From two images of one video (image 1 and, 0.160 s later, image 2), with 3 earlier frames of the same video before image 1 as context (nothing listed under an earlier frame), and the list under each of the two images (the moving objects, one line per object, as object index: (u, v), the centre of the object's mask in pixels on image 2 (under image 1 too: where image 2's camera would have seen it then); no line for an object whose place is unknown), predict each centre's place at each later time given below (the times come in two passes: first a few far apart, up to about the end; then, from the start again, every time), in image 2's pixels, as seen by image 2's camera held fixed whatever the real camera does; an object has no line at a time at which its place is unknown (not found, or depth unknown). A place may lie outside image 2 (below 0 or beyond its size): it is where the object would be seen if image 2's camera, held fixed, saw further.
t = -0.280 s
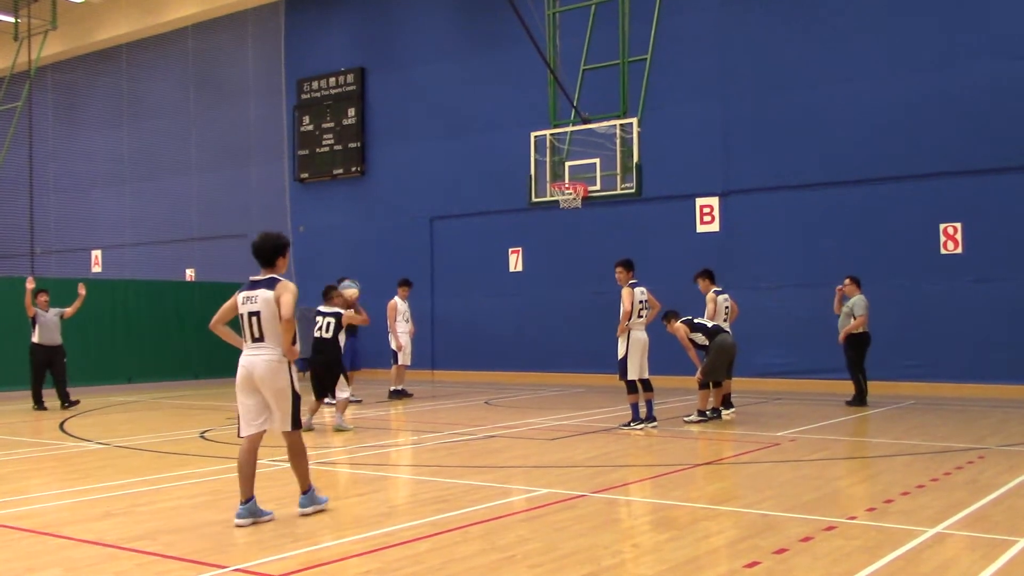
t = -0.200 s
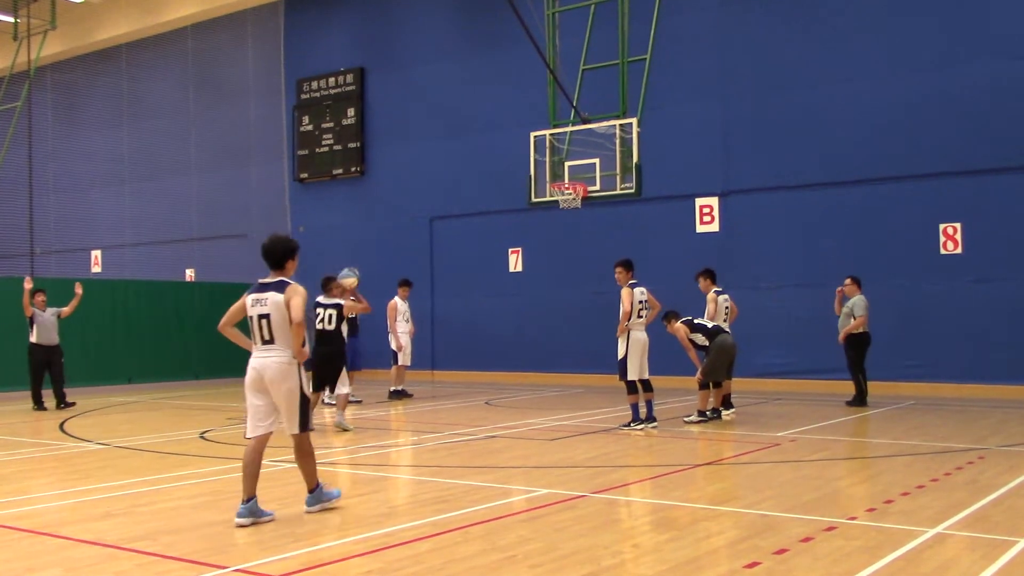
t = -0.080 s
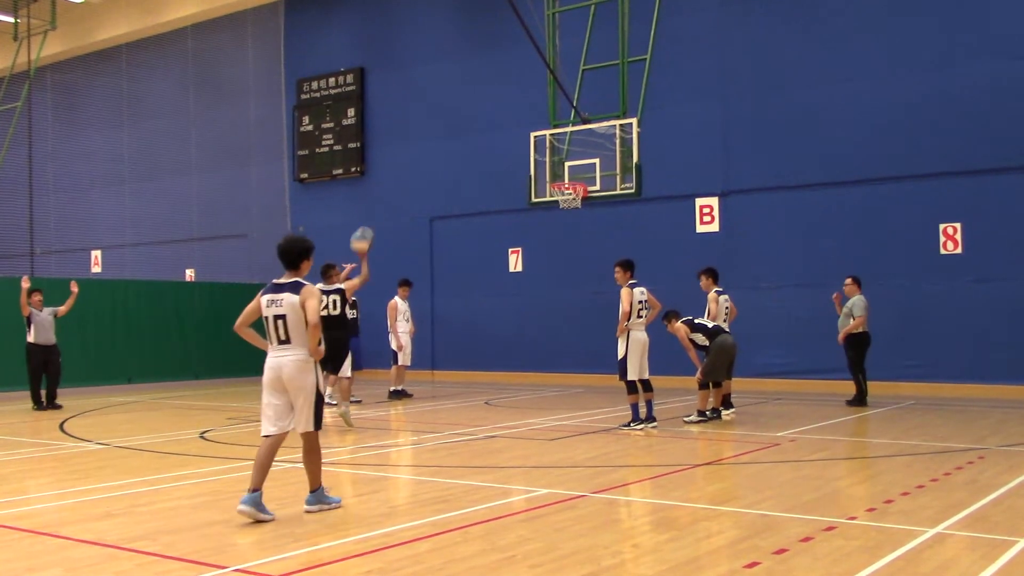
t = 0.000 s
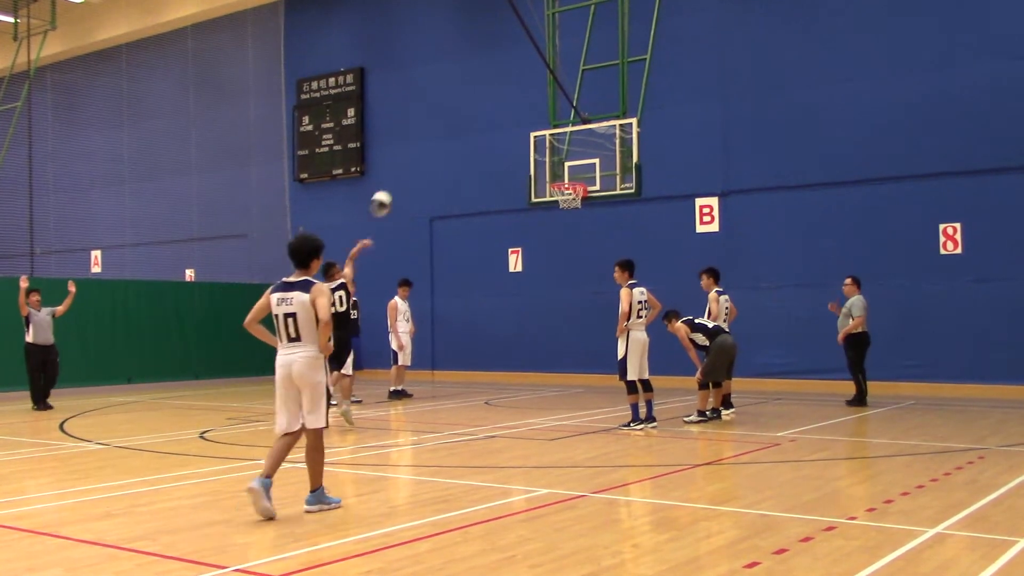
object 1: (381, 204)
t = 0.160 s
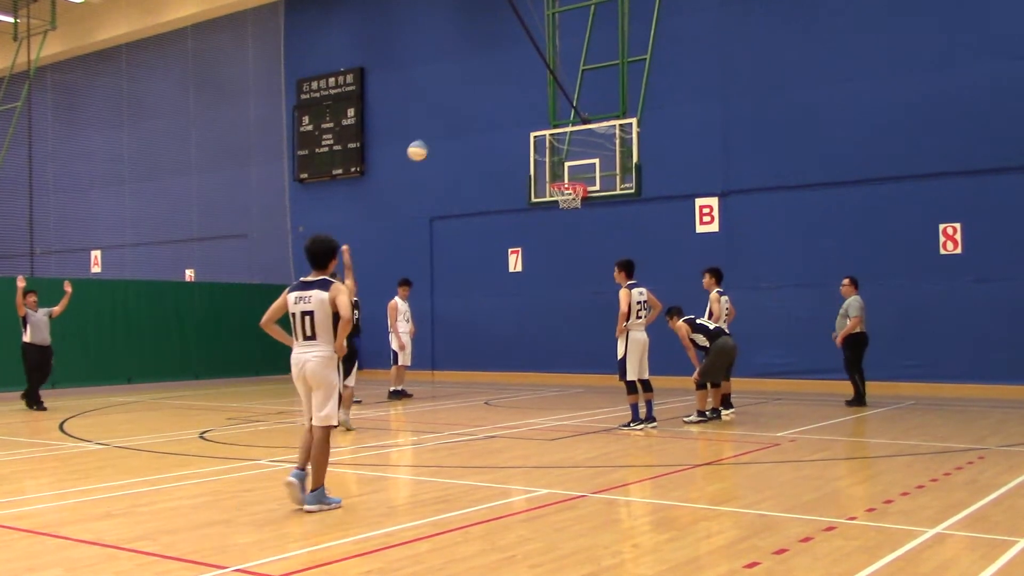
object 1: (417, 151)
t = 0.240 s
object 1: (435, 133)
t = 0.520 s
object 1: (492, 113)
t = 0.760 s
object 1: (536, 141)
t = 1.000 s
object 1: (574, 199)
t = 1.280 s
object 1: (572, 237)
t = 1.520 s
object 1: (572, 313)
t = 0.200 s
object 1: (427, 141)
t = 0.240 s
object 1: (435, 133)
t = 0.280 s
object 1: (444, 126)
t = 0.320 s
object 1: (452, 119)
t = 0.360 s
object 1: (460, 115)
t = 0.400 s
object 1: (468, 113)
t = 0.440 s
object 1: (476, 112)
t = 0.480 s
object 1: (485, 112)
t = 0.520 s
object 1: (492, 113)
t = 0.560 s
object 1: (500, 114)
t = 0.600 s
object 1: (507, 116)
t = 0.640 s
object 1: (514, 121)
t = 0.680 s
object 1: (521, 127)
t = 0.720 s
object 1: (529, 134)
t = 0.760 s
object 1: (536, 141)
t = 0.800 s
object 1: (543, 148)
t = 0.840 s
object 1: (549, 155)
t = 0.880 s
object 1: (556, 166)
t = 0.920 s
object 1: (562, 177)
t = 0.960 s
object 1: (569, 192)
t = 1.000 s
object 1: (574, 199)
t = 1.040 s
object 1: (574, 200)
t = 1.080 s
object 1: (573, 206)
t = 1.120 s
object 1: (574, 209)
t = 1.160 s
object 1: (573, 213)
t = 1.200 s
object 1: (573, 221)
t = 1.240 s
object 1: (573, 228)
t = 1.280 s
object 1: (572, 237)
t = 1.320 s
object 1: (572, 247)
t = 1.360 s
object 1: (573, 257)
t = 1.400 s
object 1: (572, 270)
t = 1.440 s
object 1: (572, 283)
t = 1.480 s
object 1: (572, 295)
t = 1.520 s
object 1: (572, 313)
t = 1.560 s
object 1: (573, 329)
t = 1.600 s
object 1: (572, 346)
